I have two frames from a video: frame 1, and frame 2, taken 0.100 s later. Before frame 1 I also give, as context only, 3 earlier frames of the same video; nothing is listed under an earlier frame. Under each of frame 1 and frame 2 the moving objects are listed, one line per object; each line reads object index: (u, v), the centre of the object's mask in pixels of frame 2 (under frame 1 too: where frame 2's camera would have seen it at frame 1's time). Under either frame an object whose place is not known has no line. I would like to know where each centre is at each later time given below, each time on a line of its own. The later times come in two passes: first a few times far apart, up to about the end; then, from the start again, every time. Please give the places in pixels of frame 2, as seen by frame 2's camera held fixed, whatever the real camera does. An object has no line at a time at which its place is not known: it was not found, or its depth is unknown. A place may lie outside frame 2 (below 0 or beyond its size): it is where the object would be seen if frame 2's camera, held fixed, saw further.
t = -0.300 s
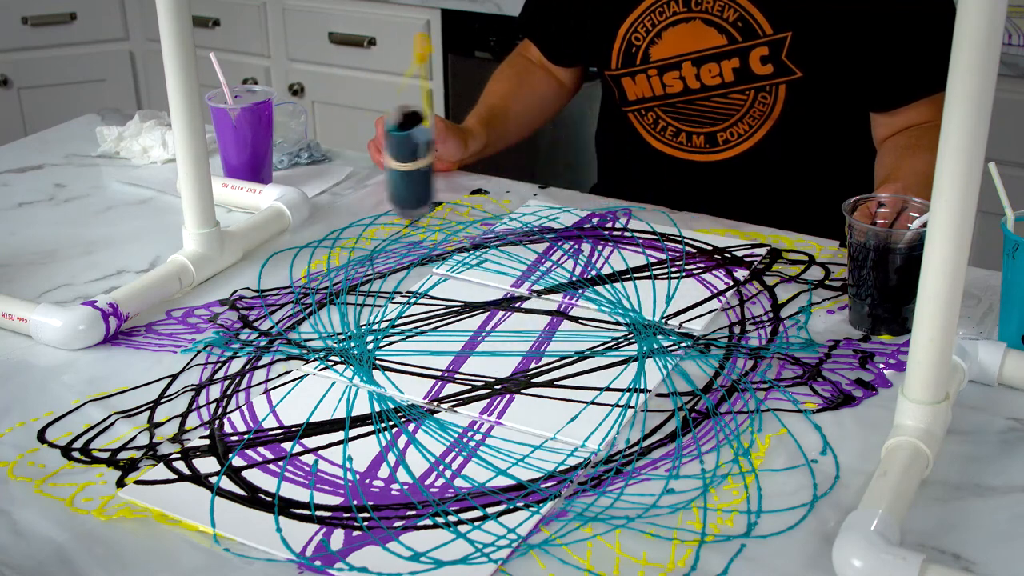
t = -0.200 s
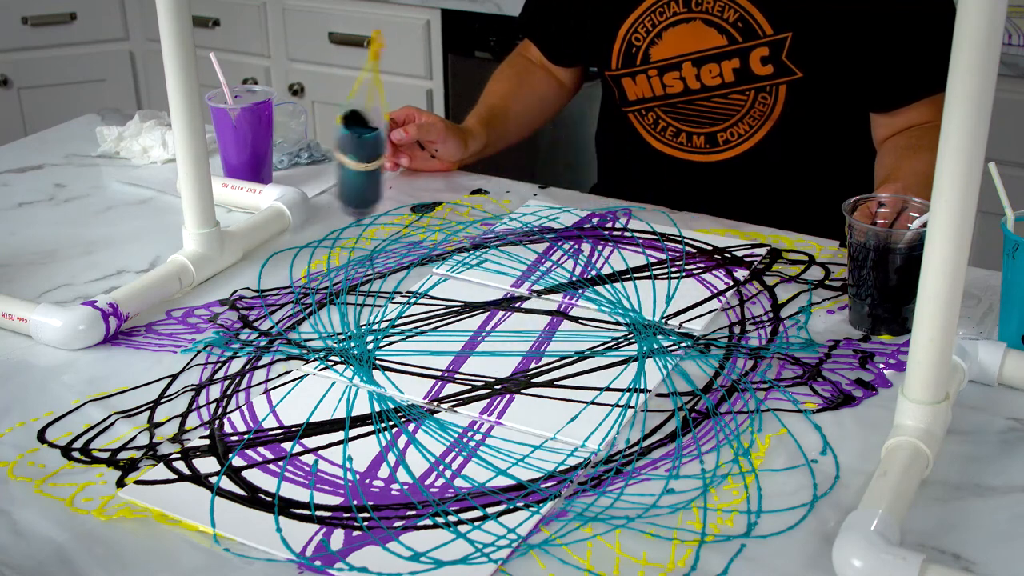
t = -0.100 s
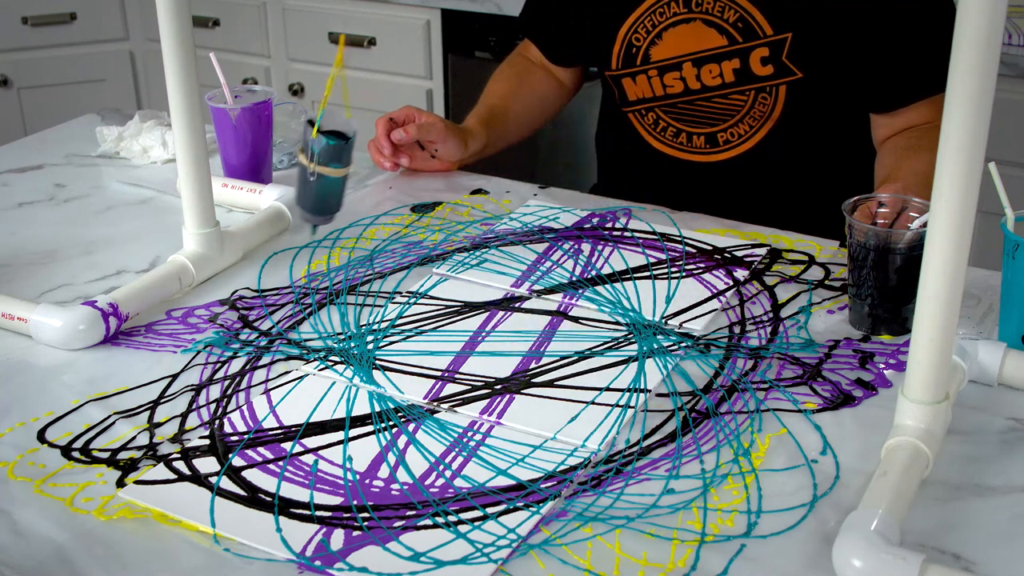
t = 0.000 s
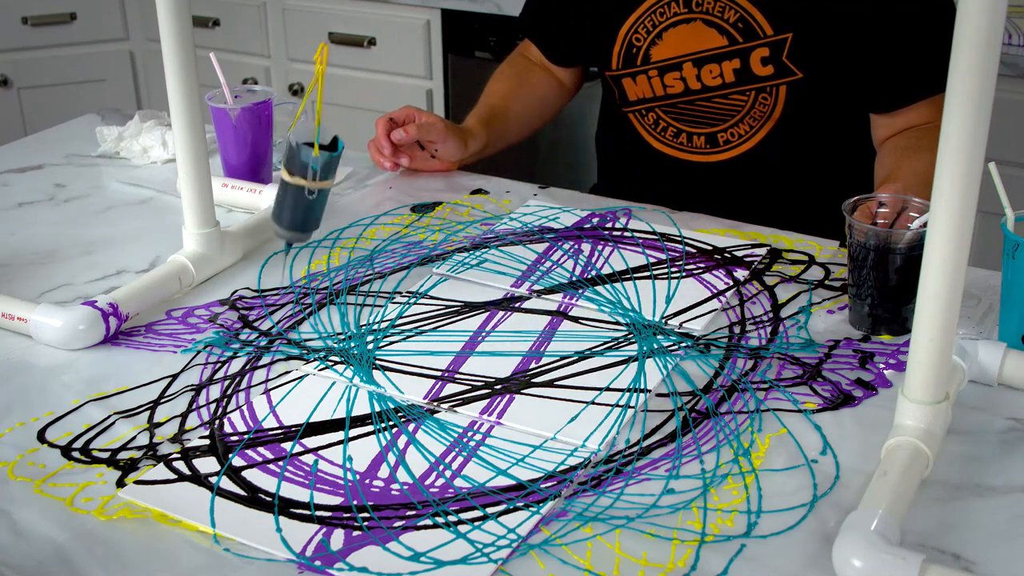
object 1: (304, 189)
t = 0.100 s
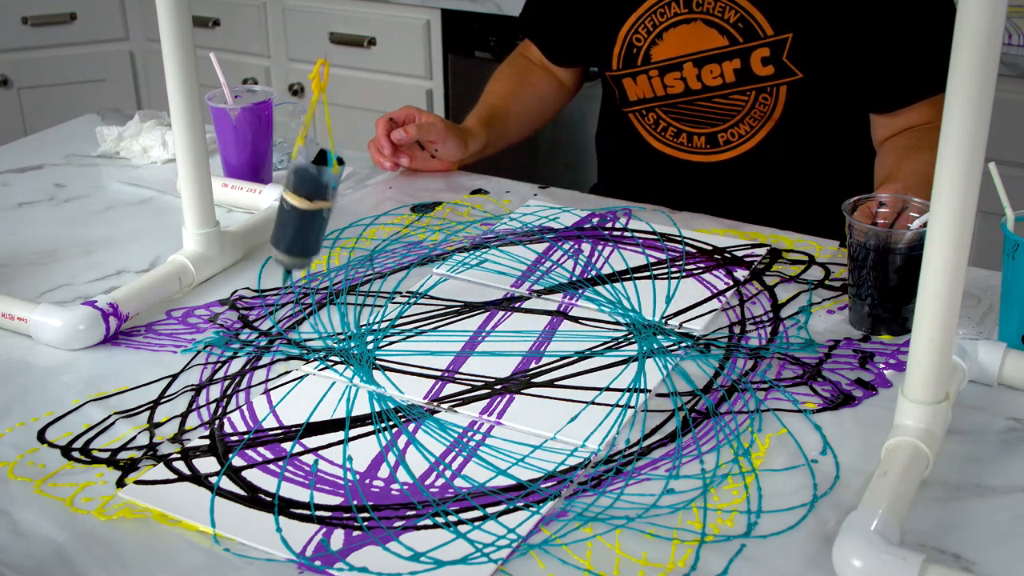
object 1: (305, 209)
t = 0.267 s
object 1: (354, 257)
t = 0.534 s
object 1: (544, 296)
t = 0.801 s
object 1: (716, 264)
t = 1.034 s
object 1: (715, 227)
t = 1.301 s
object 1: (573, 191)
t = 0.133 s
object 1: (310, 218)
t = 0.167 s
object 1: (318, 226)
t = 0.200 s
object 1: (327, 238)
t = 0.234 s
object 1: (339, 244)
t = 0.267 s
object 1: (354, 257)
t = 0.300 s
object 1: (372, 265)
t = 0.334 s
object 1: (392, 270)
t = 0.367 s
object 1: (414, 277)
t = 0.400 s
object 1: (438, 282)
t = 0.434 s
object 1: (463, 287)
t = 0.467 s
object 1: (490, 291)
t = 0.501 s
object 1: (517, 293)
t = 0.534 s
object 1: (544, 296)
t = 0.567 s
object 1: (572, 294)
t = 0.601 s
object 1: (598, 292)
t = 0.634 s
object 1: (623, 290)
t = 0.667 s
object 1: (646, 284)
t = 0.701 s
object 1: (668, 282)
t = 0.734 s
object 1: (687, 276)
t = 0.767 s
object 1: (703, 270)
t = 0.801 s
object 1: (716, 264)
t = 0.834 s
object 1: (726, 260)
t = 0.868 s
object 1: (732, 253)
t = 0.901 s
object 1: (735, 249)
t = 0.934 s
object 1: (734, 244)
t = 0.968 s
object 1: (731, 238)
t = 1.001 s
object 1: (724, 232)
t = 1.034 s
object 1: (715, 227)
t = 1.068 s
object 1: (704, 223)
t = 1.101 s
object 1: (690, 218)
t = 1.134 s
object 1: (674, 213)
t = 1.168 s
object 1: (656, 210)
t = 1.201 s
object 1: (637, 204)
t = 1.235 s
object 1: (616, 200)
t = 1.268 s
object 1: (595, 195)
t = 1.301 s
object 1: (573, 191)
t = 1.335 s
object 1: (551, 185)
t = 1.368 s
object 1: (529, 182)
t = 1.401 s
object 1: (507, 178)
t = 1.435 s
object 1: (486, 174)
